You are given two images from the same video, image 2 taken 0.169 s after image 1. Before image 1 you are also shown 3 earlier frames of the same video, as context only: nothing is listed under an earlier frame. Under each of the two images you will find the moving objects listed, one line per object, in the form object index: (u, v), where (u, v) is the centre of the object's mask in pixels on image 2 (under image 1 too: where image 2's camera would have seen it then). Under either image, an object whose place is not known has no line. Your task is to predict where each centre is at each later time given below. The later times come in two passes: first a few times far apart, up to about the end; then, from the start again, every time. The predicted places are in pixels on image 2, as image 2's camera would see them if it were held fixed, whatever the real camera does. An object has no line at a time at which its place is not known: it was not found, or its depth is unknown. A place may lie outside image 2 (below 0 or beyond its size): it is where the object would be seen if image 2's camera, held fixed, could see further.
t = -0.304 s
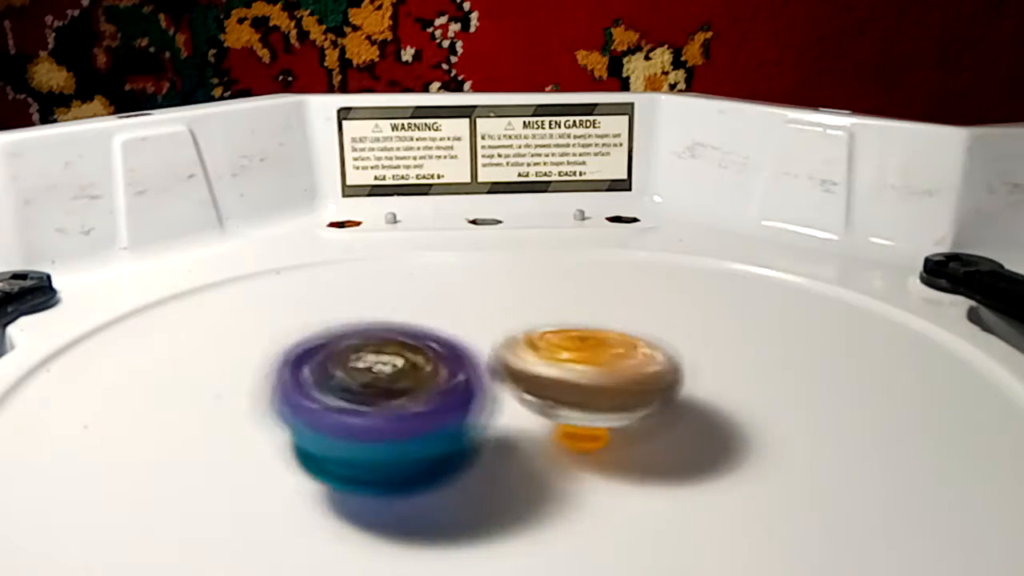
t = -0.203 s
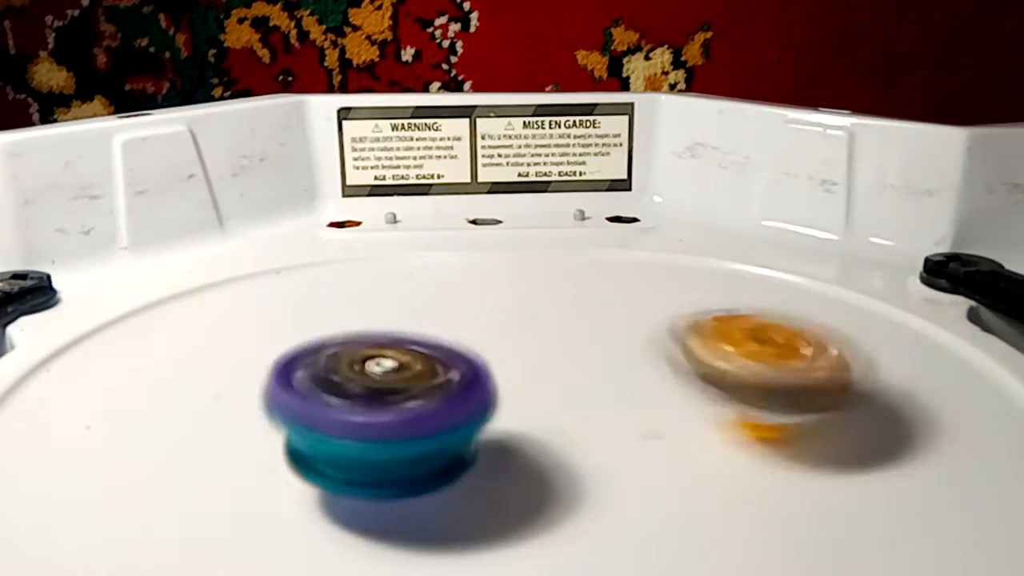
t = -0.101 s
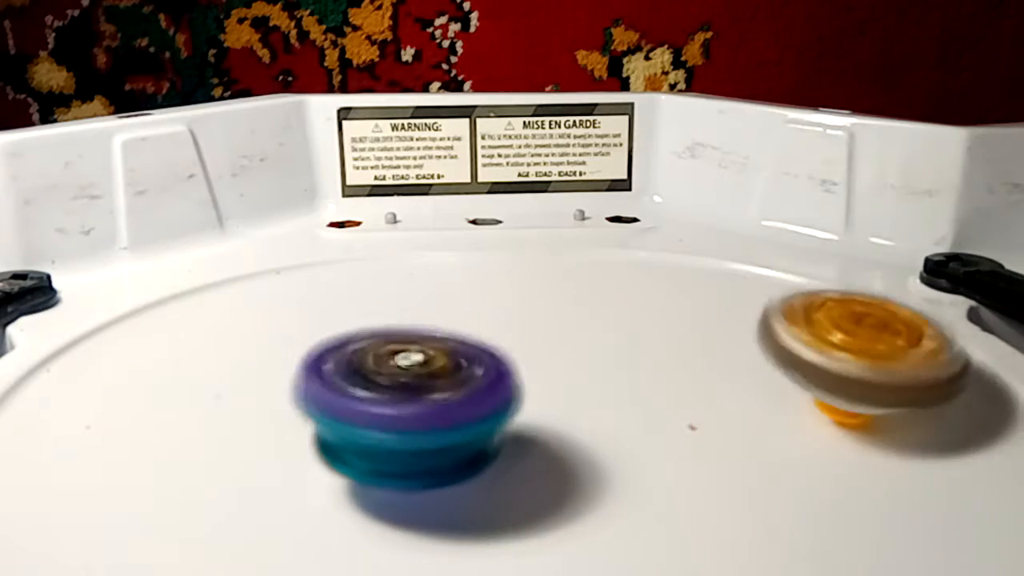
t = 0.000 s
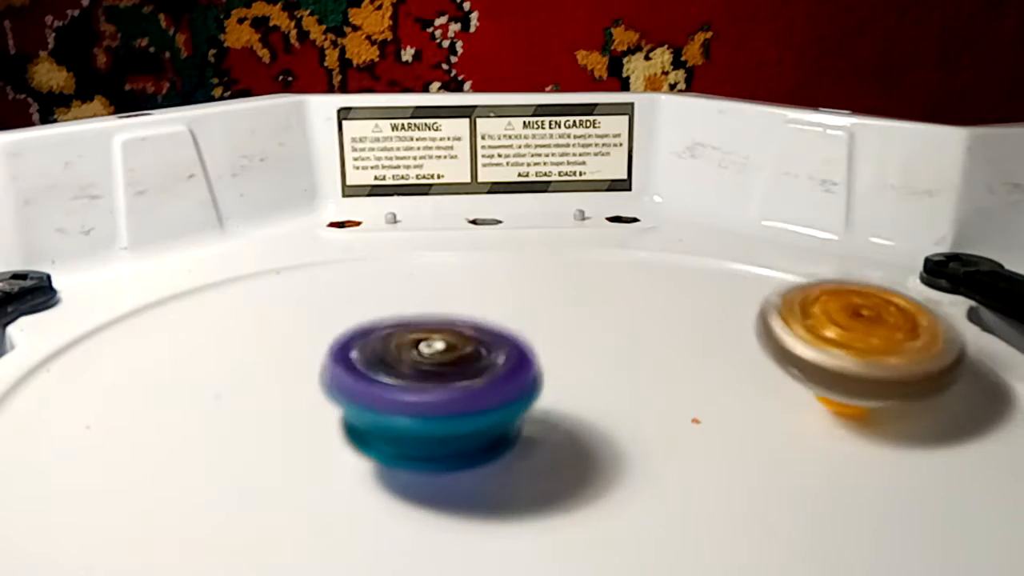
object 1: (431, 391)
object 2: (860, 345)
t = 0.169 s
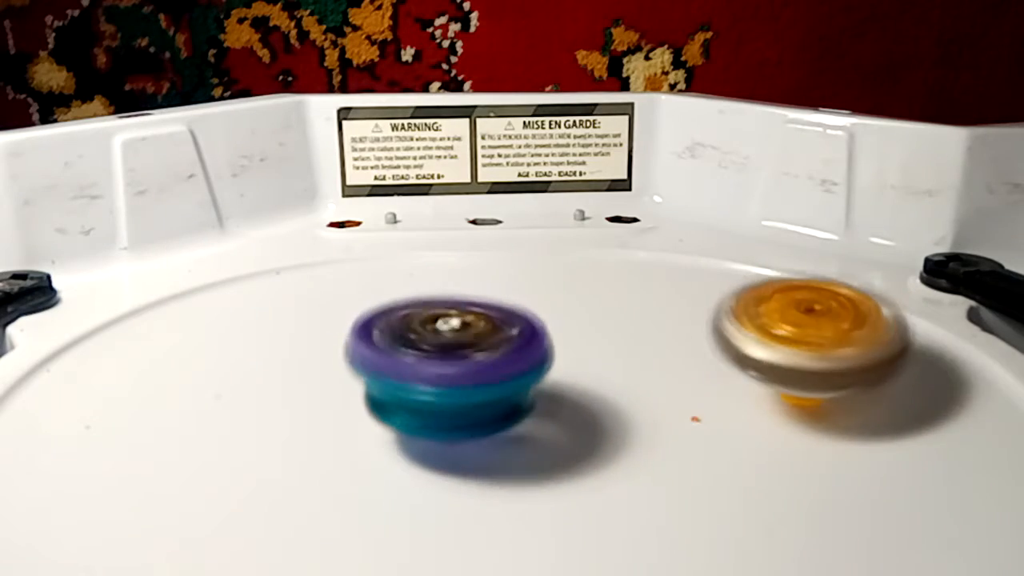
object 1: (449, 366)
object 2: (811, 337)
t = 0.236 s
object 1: (447, 354)
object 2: (788, 338)
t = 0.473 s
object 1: (426, 331)
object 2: (709, 348)
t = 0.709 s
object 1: (414, 350)
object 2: (660, 362)
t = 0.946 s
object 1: (407, 365)
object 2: (655, 372)
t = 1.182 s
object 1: (386, 379)
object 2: (615, 374)
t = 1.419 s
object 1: (371, 393)
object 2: (588, 372)
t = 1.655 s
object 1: (382, 403)
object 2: (610, 365)
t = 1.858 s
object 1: (387, 396)
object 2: (631, 355)
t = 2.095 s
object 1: (379, 390)
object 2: (627, 353)
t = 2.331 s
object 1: (405, 370)
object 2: (625, 361)
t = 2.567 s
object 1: (310, 360)
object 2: (619, 372)
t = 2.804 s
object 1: (344, 375)
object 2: (581, 379)
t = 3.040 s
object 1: (397, 372)
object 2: (632, 382)
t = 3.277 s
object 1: (399, 350)
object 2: (648, 375)
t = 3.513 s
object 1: (391, 329)
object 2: (632, 367)
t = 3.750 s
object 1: (397, 339)
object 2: (676, 382)
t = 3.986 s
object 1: (342, 299)
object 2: (787, 407)
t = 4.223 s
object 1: (352, 322)
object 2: (737, 409)
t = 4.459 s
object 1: (399, 375)
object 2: (668, 402)
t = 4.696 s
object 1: (386, 425)
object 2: (612, 381)
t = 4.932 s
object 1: (392, 436)
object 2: (600, 362)
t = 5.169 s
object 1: (460, 413)
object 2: (613, 347)
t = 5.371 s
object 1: (436, 396)
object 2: (651, 346)
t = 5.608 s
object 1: (432, 357)
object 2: (665, 360)
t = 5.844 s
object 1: (435, 336)
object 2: (636, 383)
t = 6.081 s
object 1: (430, 338)
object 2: (594, 401)
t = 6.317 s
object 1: (430, 328)
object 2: (569, 398)
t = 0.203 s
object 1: (448, 359)
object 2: (800, 337)
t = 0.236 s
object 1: (447, 354)
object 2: (788, 338)
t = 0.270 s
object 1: (445, 350)
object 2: (776, 339)
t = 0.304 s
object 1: (444, 350)
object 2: (763, 340)
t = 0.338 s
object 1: (443, 341)
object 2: (751, 341)
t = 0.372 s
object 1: (440, 338)
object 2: (740, 342)
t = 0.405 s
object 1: (436, 335)
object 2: (729, 343)
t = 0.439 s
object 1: (431, 333)
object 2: (719, 346)
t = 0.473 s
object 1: (426, 331)
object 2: (709, 348)
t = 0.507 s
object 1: (419, 332)
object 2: (701, 350)
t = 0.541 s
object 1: (413, 333)
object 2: (693, 352)
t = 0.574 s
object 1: (410, 334)
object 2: (686, 354)
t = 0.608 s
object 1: (406, 338)
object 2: (680, 355)
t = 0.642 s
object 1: (406, 341)
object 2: (673, 358)
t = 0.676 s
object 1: (410, 345)
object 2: (667, 360)
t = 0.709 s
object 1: (414, 350)
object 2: (660, 362)
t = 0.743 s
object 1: (422, 353)
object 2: (653, 363)
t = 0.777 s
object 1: (432, 356)
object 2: (645, 365)
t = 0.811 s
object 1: (435, 358)
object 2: (646, 365)
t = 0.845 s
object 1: (426, 361)
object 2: (656, 368)
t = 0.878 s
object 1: (418, 361)
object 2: (660, 369)
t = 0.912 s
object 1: (413, 363)
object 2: (659, 370)
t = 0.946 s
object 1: (407, 365)
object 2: (655, 372)
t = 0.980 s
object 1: (405, 365)
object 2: (649, 373)
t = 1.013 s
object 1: (401, 368)
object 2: (641, 373)
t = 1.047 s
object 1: (400, 370)
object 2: (632, 374)
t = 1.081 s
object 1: (399, 372)
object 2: (623, 374)
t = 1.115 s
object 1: (400, 375)
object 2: (613, 375)
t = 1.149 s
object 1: (395, 377)
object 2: (613, 374)
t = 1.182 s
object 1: (386, 379)
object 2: (615, 374)
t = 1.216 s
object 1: (379, 382)
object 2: (615, 374)
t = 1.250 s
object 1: (372, 383)
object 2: (613, 373)
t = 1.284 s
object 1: (368, 385)
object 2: (609, 373)
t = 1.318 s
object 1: (365, 388)
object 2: (604, 373)
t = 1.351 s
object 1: (364, 389)
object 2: (598, 373)
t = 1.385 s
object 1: (364, 393)
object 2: (592, 372)
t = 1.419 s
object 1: (371, 393)
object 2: (588, 372)
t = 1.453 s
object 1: (376, 397)
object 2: (585, 371)
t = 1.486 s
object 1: (382, 396)
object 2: (587, 370)
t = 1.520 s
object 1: (380, 398)
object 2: (599, 369)
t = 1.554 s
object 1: (374, 400)
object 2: (606, 367)
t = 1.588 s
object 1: (374, 400)
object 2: (609, 366)
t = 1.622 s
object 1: (378, 402)
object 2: (611, 366)
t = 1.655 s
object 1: (382, 403)
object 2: (610, 365)
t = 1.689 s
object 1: (392, 401)
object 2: (608, 364)
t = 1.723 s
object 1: (401, 402)
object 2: (606, 364)
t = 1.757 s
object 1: (407, 398)
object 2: (606, 363)
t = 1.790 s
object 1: (404, 398)
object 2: (616, 360)
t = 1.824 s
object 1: (396, 398)
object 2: (625, 357)
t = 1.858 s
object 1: (387, 396)
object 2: (631, 355)
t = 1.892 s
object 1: (382, 396)
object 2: (633, 354)
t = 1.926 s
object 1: (379, 395)
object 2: (633, 354)
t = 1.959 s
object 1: (373, 394)
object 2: (633, 354)
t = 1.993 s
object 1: (372, 394)
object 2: (632, 353)
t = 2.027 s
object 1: (372, 393)
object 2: (630, 353)
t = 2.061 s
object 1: (373, 393)
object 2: (628, 353)
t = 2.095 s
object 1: (379, 390)
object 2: (627, 353)
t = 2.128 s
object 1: (387, 388)
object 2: (626, 353)
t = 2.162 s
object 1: (391, 385)
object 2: (624, 354)
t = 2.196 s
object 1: (397, 383)
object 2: (622, 355)
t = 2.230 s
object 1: (404, 381)
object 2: (620, 356)
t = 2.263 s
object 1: (410, 378)
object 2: (618, 357)
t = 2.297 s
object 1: (414, 381)
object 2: (618, 359)
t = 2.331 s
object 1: (405, 370)
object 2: (625, 361)
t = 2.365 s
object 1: (391, 367)
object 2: (634, 363)
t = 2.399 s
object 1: (376, 364)
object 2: (637, 364)
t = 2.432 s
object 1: (359, 361)
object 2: (637, 366)
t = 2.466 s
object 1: (344, 358)
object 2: (634, 367)
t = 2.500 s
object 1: (332, 359)
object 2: (630, 369)
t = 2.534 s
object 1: (319, 358)
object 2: (625, 371)
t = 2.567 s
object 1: (310, 360)
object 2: (619, 372)
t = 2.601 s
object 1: (303, 361)
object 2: (613, 374)
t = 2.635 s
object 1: (300, 363)
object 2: (607, 375)
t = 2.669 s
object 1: (300, 363)
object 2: (601, 376)
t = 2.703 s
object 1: (306, 369)
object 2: (595, 377)
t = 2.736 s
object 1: (314, 371)
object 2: (588, 378)
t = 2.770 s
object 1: (328, 376)
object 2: (583, 378)
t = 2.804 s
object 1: (344, 375)
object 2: (581, 379)
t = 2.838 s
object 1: (362, 376)
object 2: (579, 381)
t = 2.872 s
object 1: (372, 377)
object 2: (595, 383)
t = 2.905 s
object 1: (368, 375)
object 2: (615, 384)
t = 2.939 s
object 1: (372, 376)
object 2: (628, 383)
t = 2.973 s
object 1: (379, 376)
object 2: (633, 383)
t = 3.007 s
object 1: (387, 375)
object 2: (635, 382)
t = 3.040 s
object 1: (397, 372)
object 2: (632, 382)
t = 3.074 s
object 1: (404, 371)
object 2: (628, 381)
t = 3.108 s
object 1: (412, 367)
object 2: (624, 379)
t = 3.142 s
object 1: (412, 373)
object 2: (633, 380)
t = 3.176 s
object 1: (409, 359)
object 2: (645, 379)
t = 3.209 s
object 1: (404, 354)
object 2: (649, 376)
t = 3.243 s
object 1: (403, 351)
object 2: (650, 376)
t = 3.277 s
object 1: (399, 350)
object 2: (648, 375)
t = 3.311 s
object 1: (399, 341)
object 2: (645, 373)
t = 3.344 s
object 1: (398, 335)
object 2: (642, 372)
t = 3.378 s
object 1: (396, 333)
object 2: (641, 371)
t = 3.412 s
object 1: (393, 329)
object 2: (638, 370)
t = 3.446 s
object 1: (393, 329)
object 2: (636, 369)
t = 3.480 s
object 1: (392, 328)
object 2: (634, 368)
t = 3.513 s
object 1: (391, 329)
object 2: (632, 367)
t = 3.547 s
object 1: (395, 338)
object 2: (629, 367)
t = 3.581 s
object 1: (402, 332)
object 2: (627, 367)
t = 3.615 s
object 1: (405, 334)
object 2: (624, 366)
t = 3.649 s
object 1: (414, 336)
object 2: (622, 367)
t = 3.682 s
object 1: (423, 343)
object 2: (619, 366)
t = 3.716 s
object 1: (421, 341)
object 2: (629, 372)
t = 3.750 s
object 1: (397, 339)
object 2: (676, 382)
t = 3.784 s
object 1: (382, 332)
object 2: (716, 389)
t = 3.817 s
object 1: (370, 327)
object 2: (753, 399)
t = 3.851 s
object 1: (361, 319)
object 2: (778, 404)
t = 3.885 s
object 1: (355, 315)
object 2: (789, 406)
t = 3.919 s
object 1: (349, 309)
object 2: (793, 408)
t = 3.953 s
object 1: (344, 298)
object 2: (792, 409)
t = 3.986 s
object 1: (342, 299)
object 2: (787, 407)
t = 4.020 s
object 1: (339, 295)
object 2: (781, 407)
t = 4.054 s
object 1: (337, 293)
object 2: (776, 408)
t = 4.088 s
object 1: (339, 296)
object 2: (769, 408)
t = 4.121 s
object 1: (342, 300)
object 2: (763, 409)
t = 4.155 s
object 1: (343, 305)
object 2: (755, 410)
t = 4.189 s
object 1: (346, 310)
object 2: (746, 409)
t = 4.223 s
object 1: (352, 322)
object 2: (737, 409)
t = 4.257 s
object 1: (360, 325)
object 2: (727, 409)
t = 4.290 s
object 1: (369, 335)
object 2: (717, 408)
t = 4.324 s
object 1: (378, 346)
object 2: (707, 408)
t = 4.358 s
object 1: (386, 352)
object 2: (697, 406)
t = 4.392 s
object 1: (392, 360)
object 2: (688, 406)
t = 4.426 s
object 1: (398, 367)
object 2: (678, 404)
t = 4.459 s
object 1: (399, 375)
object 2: (668, 402)
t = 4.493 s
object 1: (402, 380)
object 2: (658, 399)
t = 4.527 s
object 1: (400, 387)
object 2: (650, 398)
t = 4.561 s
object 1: (396, 396)
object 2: (641, 395)
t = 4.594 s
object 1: (394, 403)
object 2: (633, 391)
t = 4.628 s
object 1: (390, 413)
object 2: (626, 388)
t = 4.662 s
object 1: (388, 421)
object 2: (619, 384)
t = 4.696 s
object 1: (386, 425)
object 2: (612, 381)
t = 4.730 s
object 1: (387, 431)
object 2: (608, 378)
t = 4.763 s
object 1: (384, 436)
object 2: (605, 375)
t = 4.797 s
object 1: (382, 440)
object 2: (603, 372)
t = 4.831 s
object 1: (388, 440)
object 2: (602, 369)
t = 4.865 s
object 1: (391, 441)
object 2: (601, 367)
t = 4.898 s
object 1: (392, 439)
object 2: (601, 364)
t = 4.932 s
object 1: (392, 436)
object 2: (600, 362)
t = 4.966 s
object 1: (399, 437)
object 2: (599, 360)
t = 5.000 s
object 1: (405, 436)
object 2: (599, 358)
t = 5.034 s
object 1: (412, 433)
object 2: (600, 356)
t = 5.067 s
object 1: (420, 431)
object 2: (601, 355)
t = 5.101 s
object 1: (433, 424)
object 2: (605, 351)
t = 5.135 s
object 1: (450, 418)
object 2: (608, 348)
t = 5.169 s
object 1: (460, 413)
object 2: (613, 347)
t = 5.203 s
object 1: (463, 406)
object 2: (621, 345)
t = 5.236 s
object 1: (466, 400)
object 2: (628, 344)
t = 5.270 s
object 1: (463, 393)
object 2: (636, 345)
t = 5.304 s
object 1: (450, 397)
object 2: (641, 344)
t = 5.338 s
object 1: (441, 391)
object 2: (648, 345)
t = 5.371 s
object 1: (436, 396)
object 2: (651, 346)
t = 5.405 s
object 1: (438, 385)
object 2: (654, 348)
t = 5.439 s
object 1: (442, 377)
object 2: (655, 350)
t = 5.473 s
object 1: (445, 372)
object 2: (653, 351)
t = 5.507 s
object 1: (448, 370)
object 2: (652, 352)
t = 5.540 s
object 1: (452, 366)
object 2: (650, 355)
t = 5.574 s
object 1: (441, 359)
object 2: (658, 358)
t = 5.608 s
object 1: (432, 357)
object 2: (665, 360)
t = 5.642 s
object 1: (429, 356)
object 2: (666, 364)
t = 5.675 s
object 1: (430, 368)
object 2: (665, 368)
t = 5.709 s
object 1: (432, 361)
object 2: (661, 371)
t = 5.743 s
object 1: (433, 358)
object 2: (656, 375)
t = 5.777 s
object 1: (434, 350)
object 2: (651, 377)
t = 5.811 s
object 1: (436, 344)
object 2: (644, 380)
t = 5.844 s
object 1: (435, 336)
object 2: (636, 383)
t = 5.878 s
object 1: (432, 337)
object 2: (627, 385)
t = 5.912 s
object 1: (434, 340)
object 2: (617, 386)
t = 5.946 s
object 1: (437, 344)
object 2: (608, 387)
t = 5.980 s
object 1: (438, 344)
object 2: (608, 394)
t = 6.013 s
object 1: (438, 343)
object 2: (607, 399)
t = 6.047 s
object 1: (436, 339)
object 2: (602, 401)
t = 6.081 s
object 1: (430, 338)
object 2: (594, 401)
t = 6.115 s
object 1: (430, 337)
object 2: (586, 402)
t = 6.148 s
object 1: (429, 334)
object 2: (579, 399)
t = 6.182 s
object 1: (428, 329)
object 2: (574, 398)
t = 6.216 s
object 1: (428, 327)
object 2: (572, 398)
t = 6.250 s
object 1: (431, 326)
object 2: (570, 398)
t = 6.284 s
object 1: (430, 326)
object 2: (570, 398)
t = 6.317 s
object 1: (430, 328)
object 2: (569, 398)
